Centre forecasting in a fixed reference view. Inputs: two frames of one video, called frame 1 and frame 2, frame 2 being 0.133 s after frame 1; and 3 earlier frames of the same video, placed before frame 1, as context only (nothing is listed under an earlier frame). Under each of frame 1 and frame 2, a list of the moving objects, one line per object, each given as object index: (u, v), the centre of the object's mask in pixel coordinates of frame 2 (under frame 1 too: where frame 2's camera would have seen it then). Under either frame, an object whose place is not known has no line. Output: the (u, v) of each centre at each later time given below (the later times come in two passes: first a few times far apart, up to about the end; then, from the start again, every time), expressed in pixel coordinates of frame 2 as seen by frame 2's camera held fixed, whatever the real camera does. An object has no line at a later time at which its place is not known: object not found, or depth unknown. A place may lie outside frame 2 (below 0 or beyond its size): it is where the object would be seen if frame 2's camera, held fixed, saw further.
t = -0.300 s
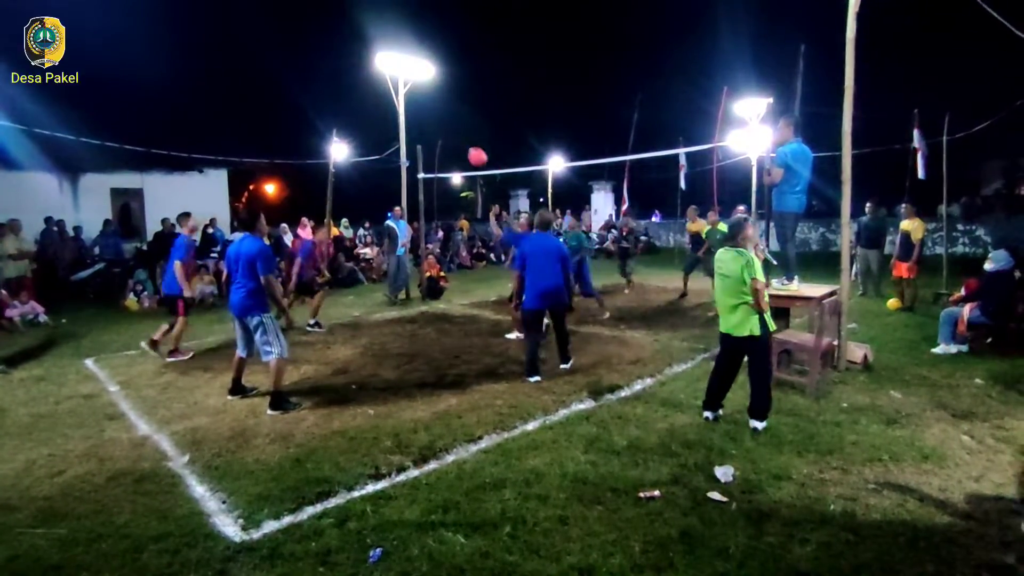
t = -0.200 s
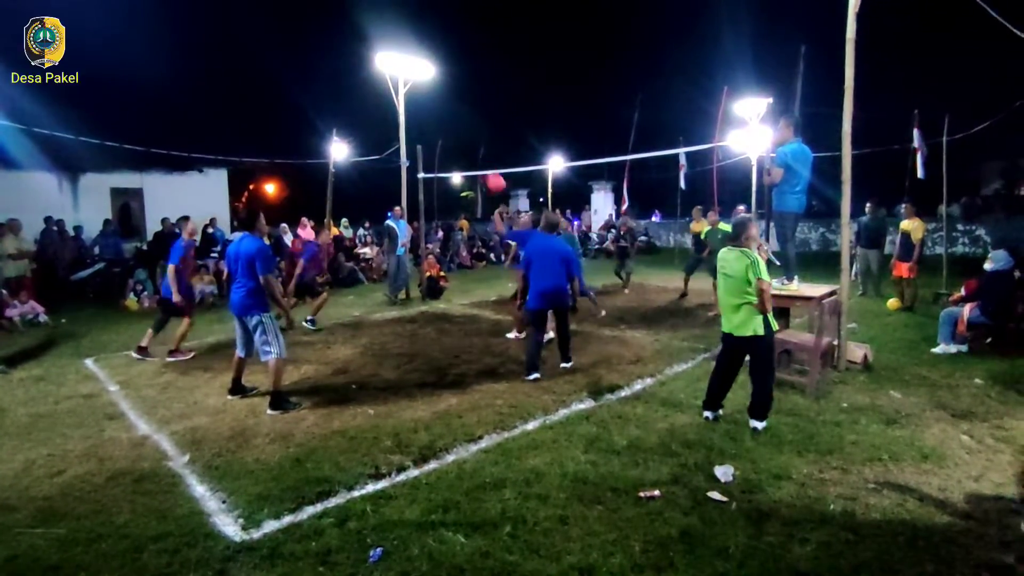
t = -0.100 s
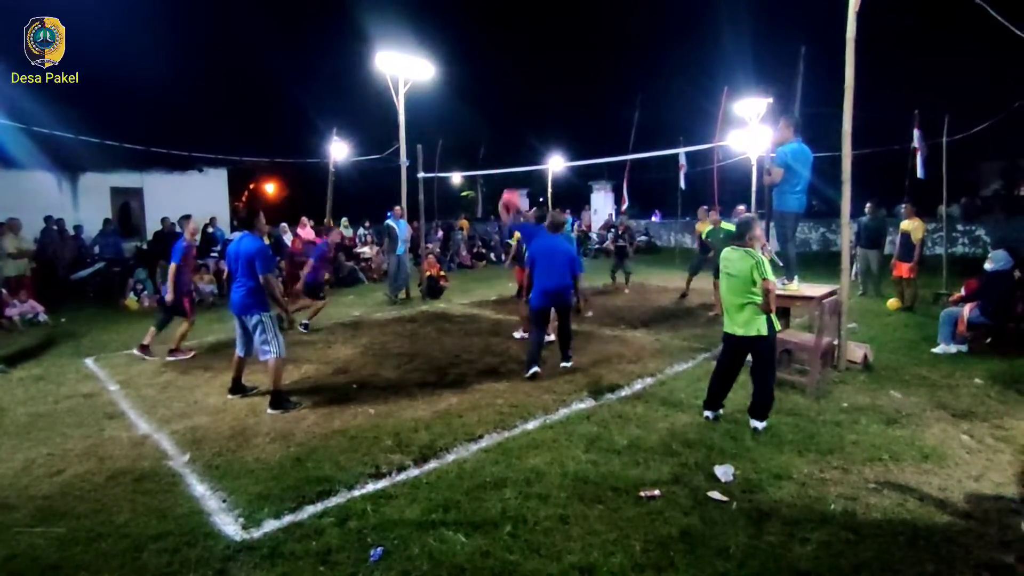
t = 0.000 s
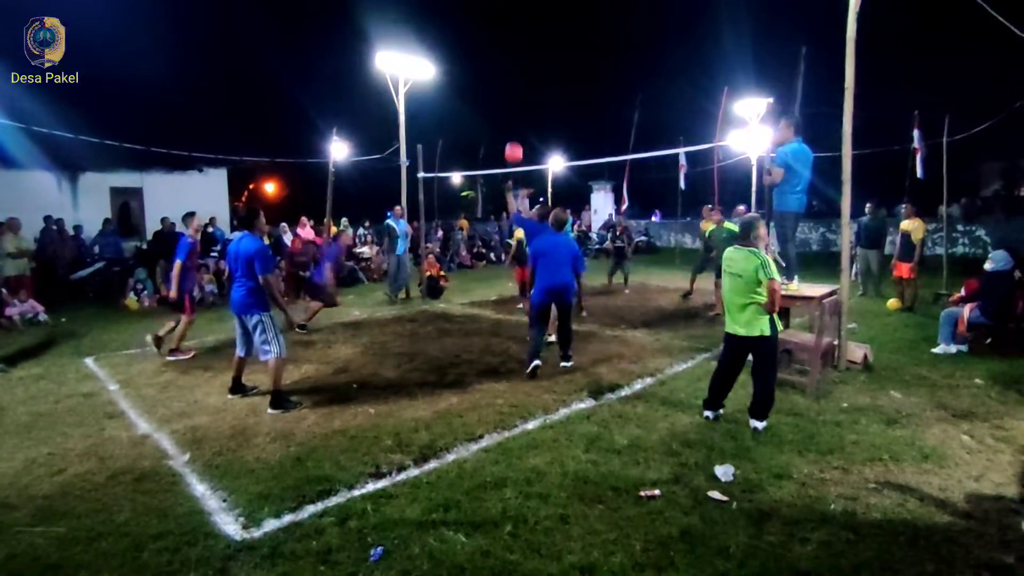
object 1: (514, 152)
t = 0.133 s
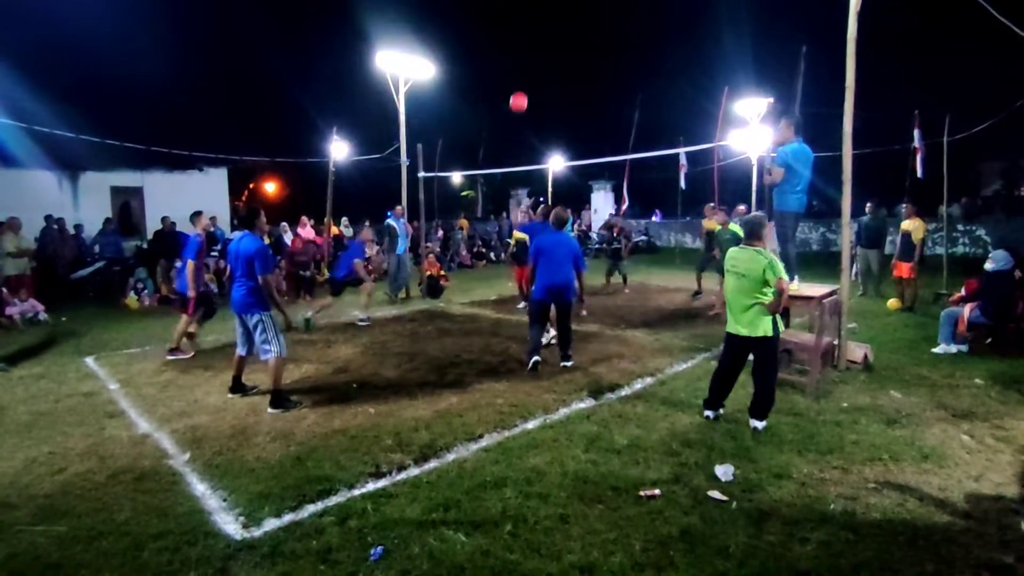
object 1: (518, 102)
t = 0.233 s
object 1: (522, 75)
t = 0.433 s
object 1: (530, 44)
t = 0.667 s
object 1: (539, 48)
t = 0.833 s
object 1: (546, 75)
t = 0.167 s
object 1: (520, 92)
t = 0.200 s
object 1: (521, 83)
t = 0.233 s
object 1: (522, 75)
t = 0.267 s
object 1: (523, 67)
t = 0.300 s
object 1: (525, 61)
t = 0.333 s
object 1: (526, 55)
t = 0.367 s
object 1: (527, 50)
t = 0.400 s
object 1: (529, 47)
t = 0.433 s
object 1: (530, 44)
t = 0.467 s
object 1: (531, 42)
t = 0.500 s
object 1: (533, 41)
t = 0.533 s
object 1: (534, 41)
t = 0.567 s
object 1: (535, 41)
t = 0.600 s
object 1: (537, 43)
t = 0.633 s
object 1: (538, 45)
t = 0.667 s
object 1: (539, 48)
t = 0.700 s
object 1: (541, 52)
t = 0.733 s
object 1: (542, 56)
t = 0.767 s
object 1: (543, 61)
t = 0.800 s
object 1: (545, 67)
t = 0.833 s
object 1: (546, 75)
